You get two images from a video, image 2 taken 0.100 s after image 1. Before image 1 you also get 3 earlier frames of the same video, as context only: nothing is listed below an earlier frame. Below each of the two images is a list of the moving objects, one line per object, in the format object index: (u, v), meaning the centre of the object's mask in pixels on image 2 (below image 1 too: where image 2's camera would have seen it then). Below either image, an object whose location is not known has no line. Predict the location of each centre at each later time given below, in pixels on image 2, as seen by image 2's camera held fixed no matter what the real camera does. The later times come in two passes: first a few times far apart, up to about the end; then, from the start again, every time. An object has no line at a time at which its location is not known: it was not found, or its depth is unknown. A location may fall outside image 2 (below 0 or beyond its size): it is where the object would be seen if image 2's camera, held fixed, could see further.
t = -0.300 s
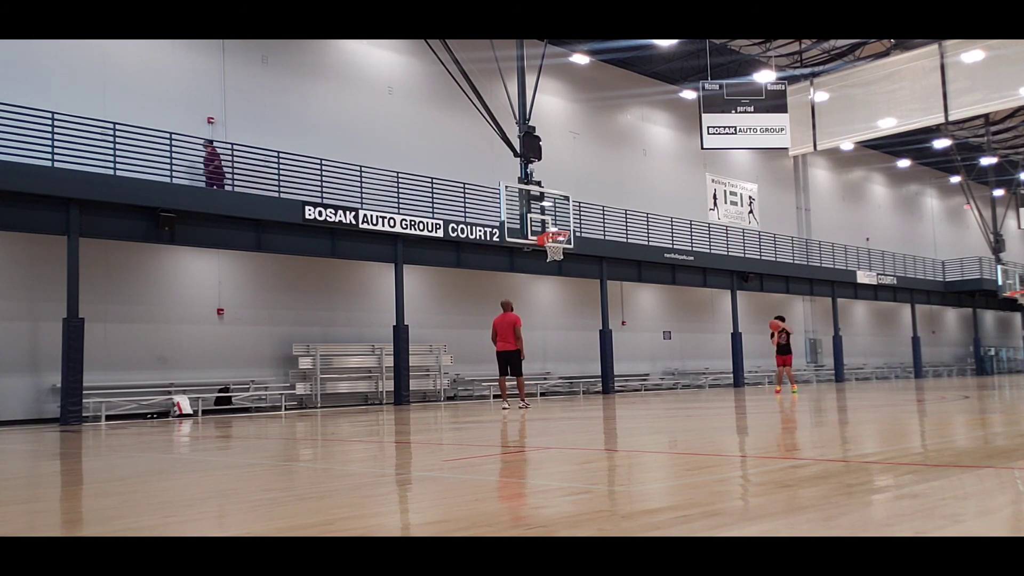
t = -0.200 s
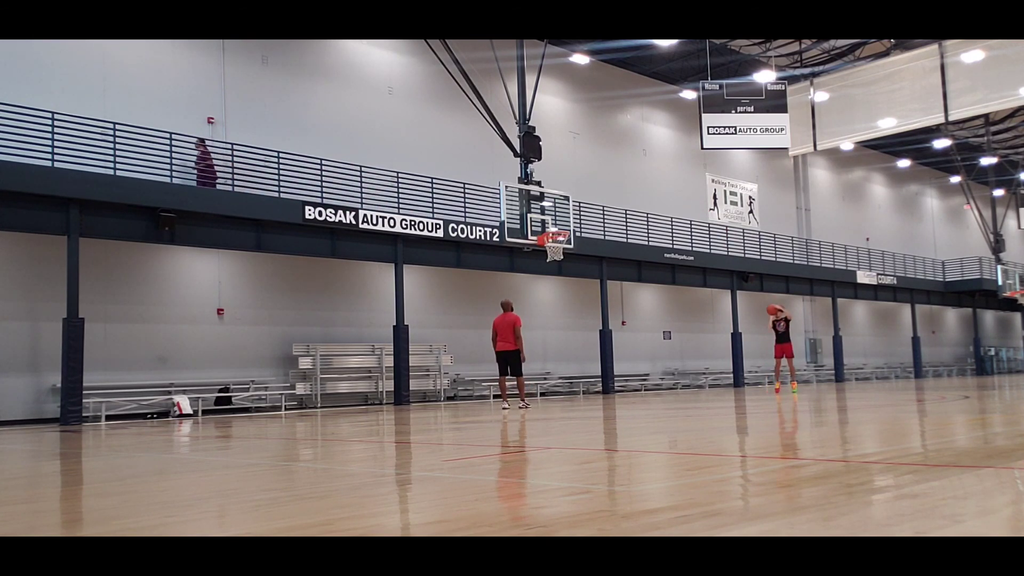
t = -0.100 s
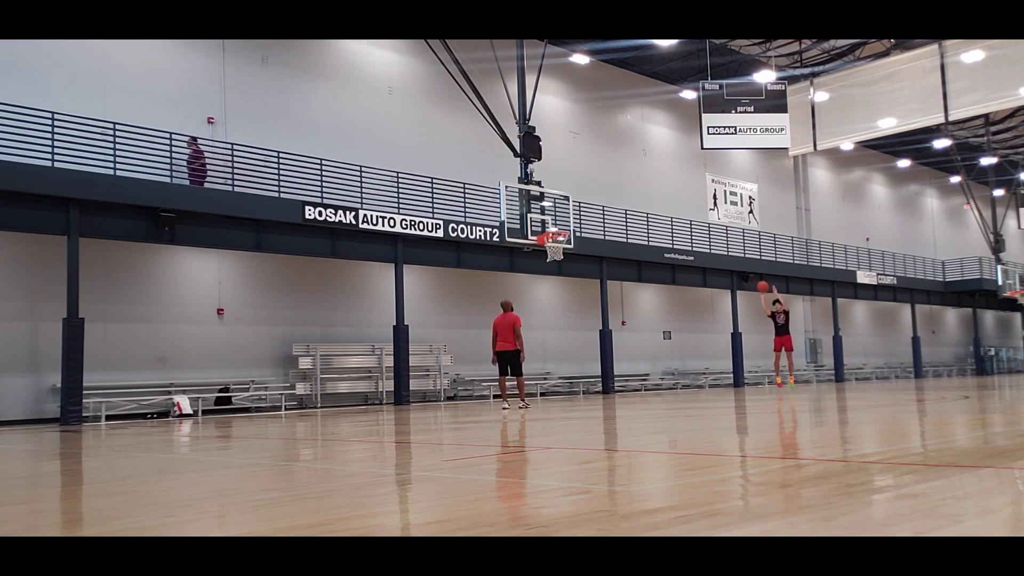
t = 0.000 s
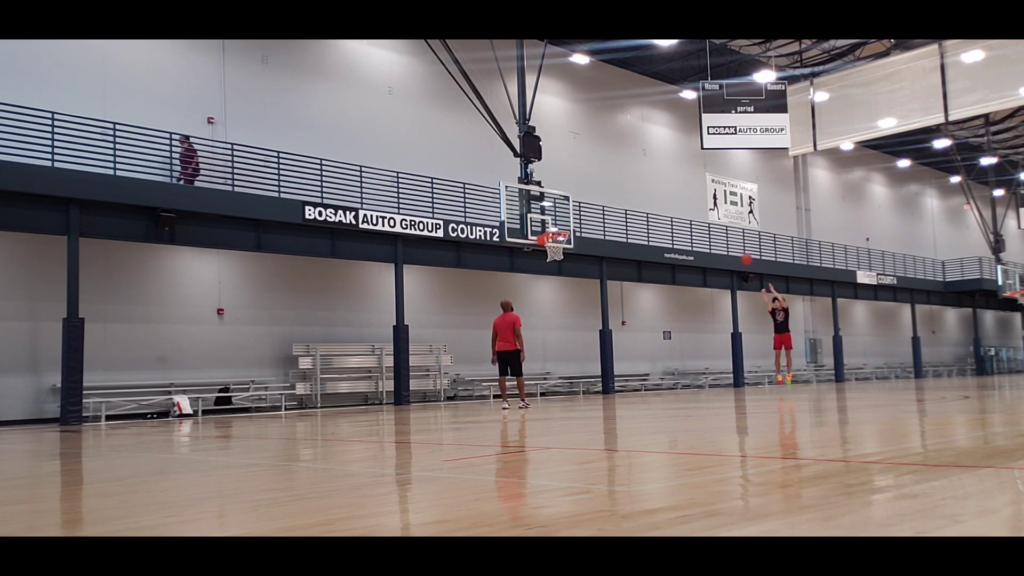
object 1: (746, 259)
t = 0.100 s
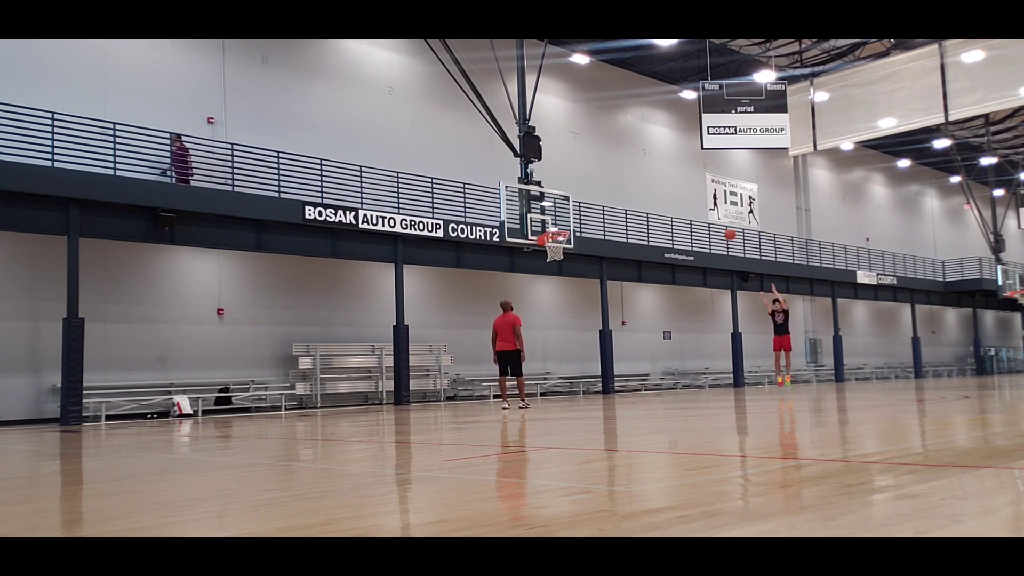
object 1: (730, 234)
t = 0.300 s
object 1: (697, 198)
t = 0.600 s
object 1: (645, 175)
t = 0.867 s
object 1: (597, 190)
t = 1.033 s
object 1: (566, 219)
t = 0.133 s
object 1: (724, 227)
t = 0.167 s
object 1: (719, 220)
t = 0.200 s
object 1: (713, 214)
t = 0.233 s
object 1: (707, 208)
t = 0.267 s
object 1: (702, 203)
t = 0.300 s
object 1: (697, 198)
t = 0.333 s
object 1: (691, 193)
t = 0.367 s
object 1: (685, 189)
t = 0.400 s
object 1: (680, 186)
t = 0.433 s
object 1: (674, 183)
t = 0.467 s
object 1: (668, 180)
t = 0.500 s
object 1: (663, 178)
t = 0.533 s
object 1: (657, 176)
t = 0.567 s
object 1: (651, 175)
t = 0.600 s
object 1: (645, 175)
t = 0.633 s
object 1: (639, 175)
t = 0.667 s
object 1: (633, 175)
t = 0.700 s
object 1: (628, 176)
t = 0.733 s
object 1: (622, 178)
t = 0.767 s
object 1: (616, 180)
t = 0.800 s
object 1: (610, 183)
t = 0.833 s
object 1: (603, 186)
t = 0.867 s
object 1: (597, 190)
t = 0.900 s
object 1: (591, 194)
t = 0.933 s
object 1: (585, 199)
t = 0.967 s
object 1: (578, 205)
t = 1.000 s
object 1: (572, 211)
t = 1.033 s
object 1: (566, 219)
